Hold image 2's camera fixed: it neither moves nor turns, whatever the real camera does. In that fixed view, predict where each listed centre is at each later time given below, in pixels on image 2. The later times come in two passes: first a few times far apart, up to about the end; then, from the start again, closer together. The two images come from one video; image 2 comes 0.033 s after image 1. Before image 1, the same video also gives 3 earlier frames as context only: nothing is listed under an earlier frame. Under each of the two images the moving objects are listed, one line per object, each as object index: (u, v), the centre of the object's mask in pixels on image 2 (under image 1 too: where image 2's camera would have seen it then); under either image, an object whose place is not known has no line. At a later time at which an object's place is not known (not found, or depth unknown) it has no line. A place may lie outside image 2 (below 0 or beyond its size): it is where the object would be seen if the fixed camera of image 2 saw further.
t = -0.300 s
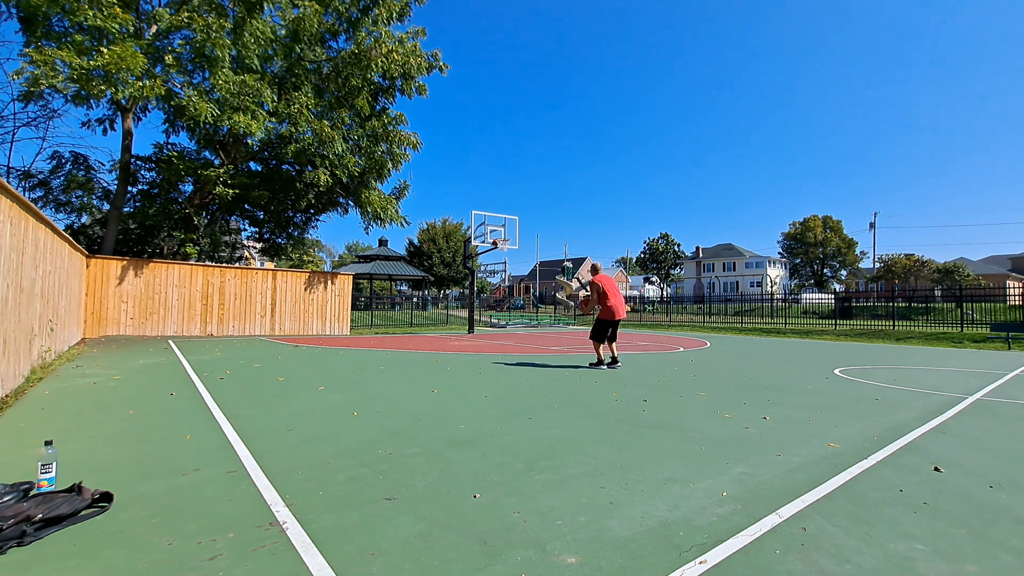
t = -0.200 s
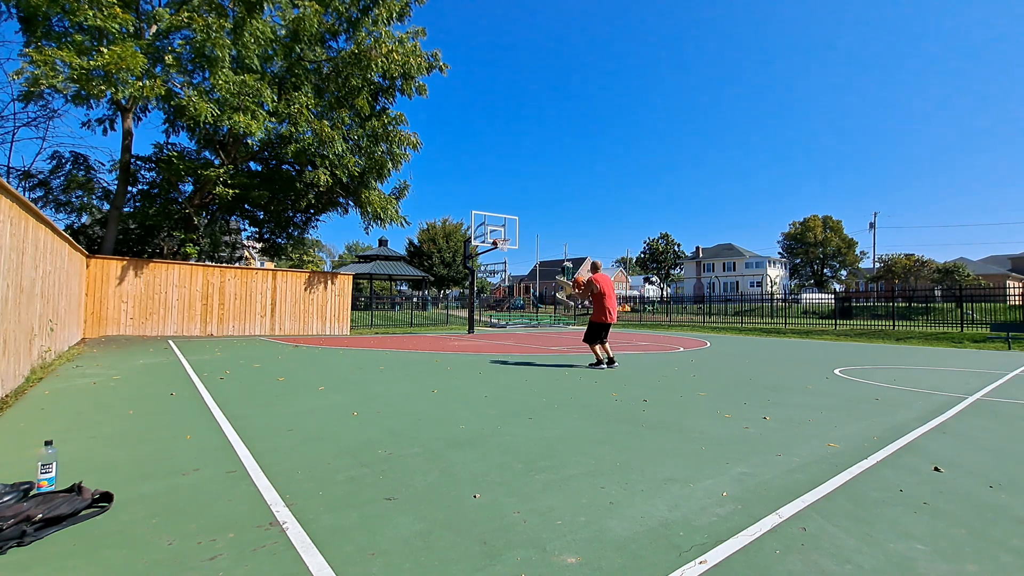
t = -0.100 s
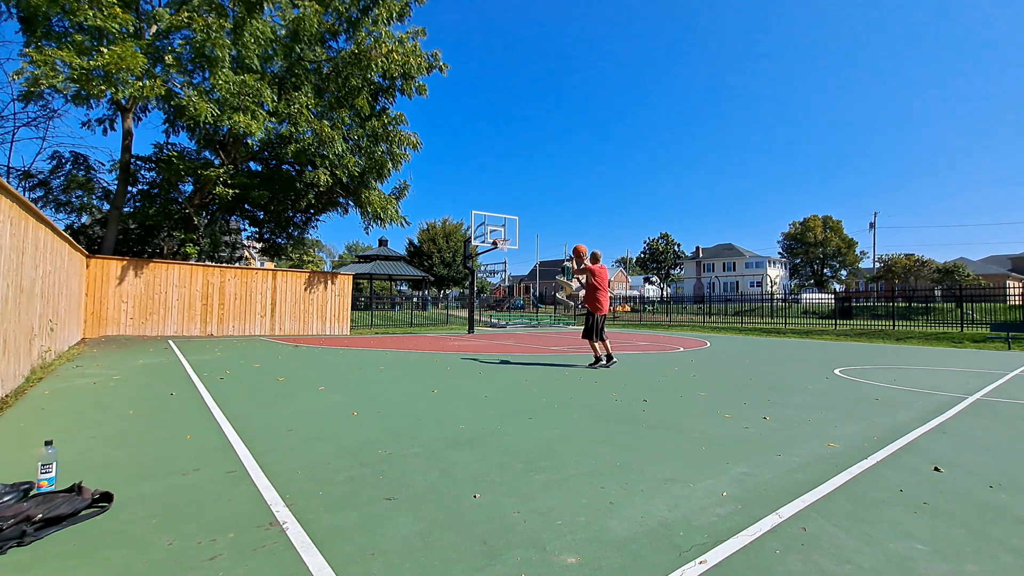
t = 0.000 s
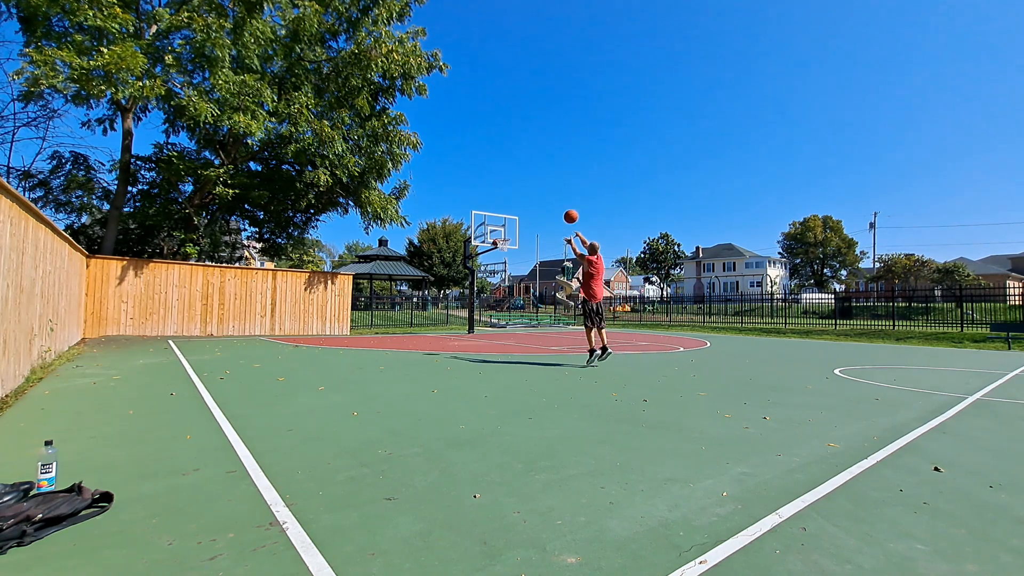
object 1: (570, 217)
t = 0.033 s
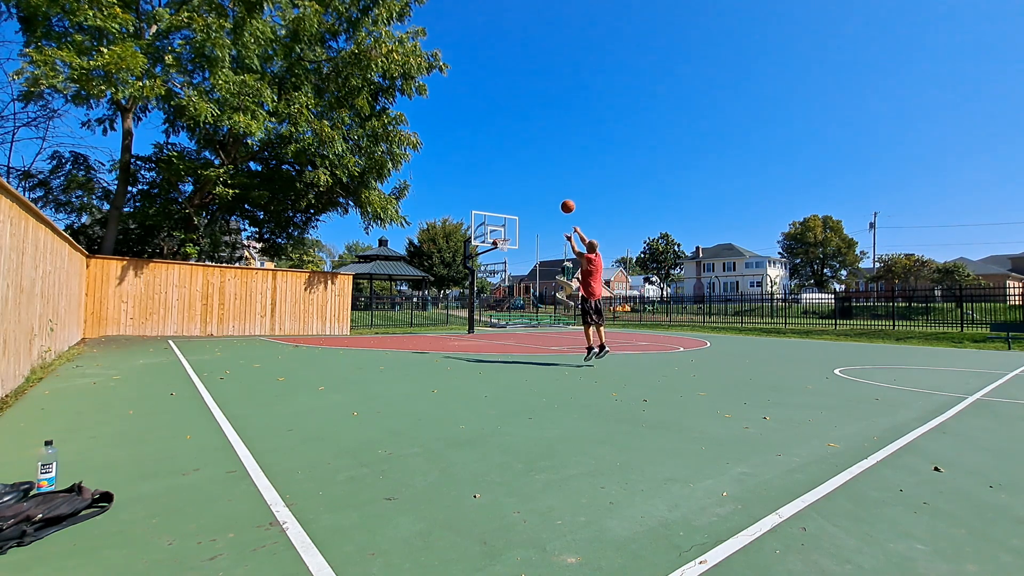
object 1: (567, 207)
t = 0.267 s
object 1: (549, 162)
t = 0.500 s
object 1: (534, 150)
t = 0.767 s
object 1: (521, 162)
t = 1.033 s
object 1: (511, 194)
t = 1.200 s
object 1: (505, 222)
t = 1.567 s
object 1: (496, 266)
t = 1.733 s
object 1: (492, 300)
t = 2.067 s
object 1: (487, 296)
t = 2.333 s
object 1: (485, 258)
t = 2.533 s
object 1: (483, 248)
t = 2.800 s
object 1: (480, 267)
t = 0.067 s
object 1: (564, 198)
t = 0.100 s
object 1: (561, 190)
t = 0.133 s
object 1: (559, 183)
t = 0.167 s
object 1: (556, 176)
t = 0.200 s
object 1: (553, 171)
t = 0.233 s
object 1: (551, 166)
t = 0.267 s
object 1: (549, 162)
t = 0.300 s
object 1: (546, 159)
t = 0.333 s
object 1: (544, 156)
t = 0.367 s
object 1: (542, 154)
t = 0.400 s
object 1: (540, 152)
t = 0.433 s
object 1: (538, 151)
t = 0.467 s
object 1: (536, 150)
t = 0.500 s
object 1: (534, 150)
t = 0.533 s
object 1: (533, 150)
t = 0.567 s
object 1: (531, 150)
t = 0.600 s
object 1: (529, 151)
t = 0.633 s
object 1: (528, 153)
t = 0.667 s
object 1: (526, 155)
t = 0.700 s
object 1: (524, 157)
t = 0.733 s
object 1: (523, 159)
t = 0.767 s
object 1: (521, 162)
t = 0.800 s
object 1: (520, 165)
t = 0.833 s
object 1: (519, 168)
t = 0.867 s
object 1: (517, 172)
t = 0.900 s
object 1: (516, 176)
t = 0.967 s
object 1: (513, 184)
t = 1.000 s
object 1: (512, 189)
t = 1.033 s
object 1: (511, 194)
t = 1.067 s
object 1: (510, 199)
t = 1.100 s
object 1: (508, 204)
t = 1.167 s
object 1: (506, 216)
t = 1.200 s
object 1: (505, 222)
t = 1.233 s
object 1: (504, 228)
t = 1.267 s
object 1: (503, 234)
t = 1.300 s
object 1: (502, 238)
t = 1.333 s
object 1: (501, 240)
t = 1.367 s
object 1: (500, 242)
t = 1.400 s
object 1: (499, 244)
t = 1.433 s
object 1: (499, 248)
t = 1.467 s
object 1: (499, 252)
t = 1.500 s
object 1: (498, 256)
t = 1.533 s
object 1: (497, 260)
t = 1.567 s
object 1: (496, 266)
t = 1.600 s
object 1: (496, 272)
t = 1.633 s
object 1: (495, 278)
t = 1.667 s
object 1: (494, 285)
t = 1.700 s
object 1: (493, 292)
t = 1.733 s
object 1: (492, 300)
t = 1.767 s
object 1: (491, 309)
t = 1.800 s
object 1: (490, 319)
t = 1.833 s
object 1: (489, 329)
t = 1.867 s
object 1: (488, 339)
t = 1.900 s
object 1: (487, 332)
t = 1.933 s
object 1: (487, 324)
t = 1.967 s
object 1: (487, 317)
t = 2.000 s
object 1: (487, 309)
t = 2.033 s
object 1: (487, 303)
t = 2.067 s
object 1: (487, 296)
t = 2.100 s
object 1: (487, 290)
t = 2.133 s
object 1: (487, 284)
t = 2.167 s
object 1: (487, 279)
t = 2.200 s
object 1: (486, 274)
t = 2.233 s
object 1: (486, 269)
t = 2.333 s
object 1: (485, 258)
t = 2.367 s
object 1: (485, 255)
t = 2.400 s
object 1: (485, 252)
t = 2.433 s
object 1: (485, 250)
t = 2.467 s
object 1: (484, 249)
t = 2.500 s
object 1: (484, 248)
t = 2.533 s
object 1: (483, 248)
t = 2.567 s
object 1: (483, 248)
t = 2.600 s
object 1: (483, 248)
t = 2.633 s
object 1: (482, 250)
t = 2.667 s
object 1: (482, 252)
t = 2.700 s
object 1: (481, 254)
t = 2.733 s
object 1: (481, 258)
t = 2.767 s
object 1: (481, 262)
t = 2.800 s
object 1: (480, 267)
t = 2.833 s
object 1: (480, 273)
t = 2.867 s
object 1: (479, 279)
